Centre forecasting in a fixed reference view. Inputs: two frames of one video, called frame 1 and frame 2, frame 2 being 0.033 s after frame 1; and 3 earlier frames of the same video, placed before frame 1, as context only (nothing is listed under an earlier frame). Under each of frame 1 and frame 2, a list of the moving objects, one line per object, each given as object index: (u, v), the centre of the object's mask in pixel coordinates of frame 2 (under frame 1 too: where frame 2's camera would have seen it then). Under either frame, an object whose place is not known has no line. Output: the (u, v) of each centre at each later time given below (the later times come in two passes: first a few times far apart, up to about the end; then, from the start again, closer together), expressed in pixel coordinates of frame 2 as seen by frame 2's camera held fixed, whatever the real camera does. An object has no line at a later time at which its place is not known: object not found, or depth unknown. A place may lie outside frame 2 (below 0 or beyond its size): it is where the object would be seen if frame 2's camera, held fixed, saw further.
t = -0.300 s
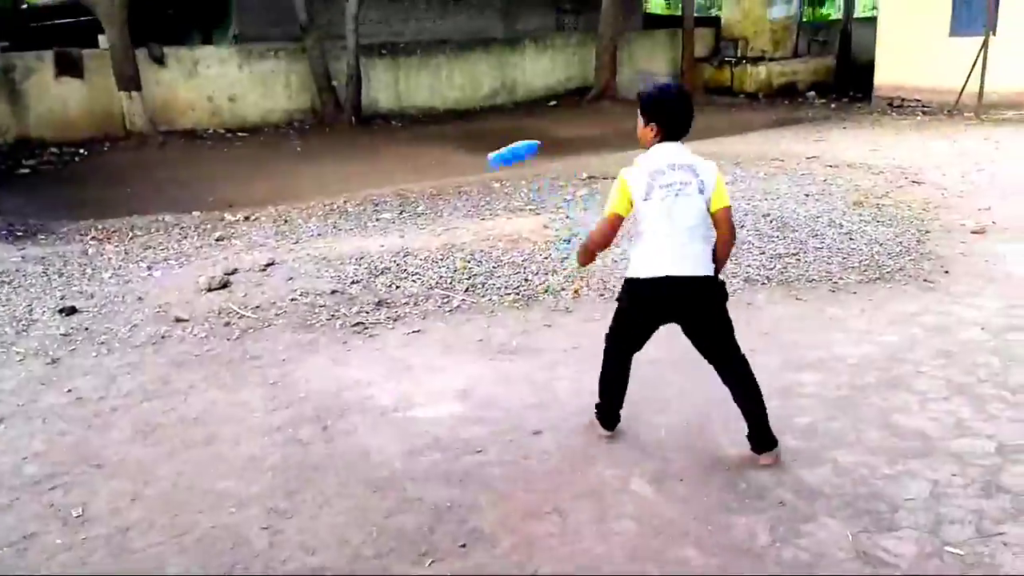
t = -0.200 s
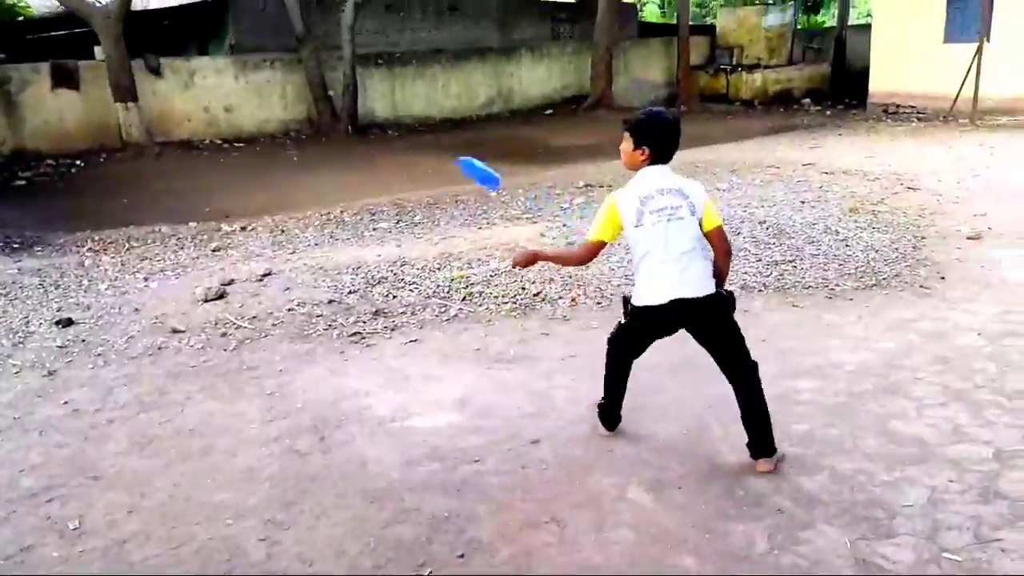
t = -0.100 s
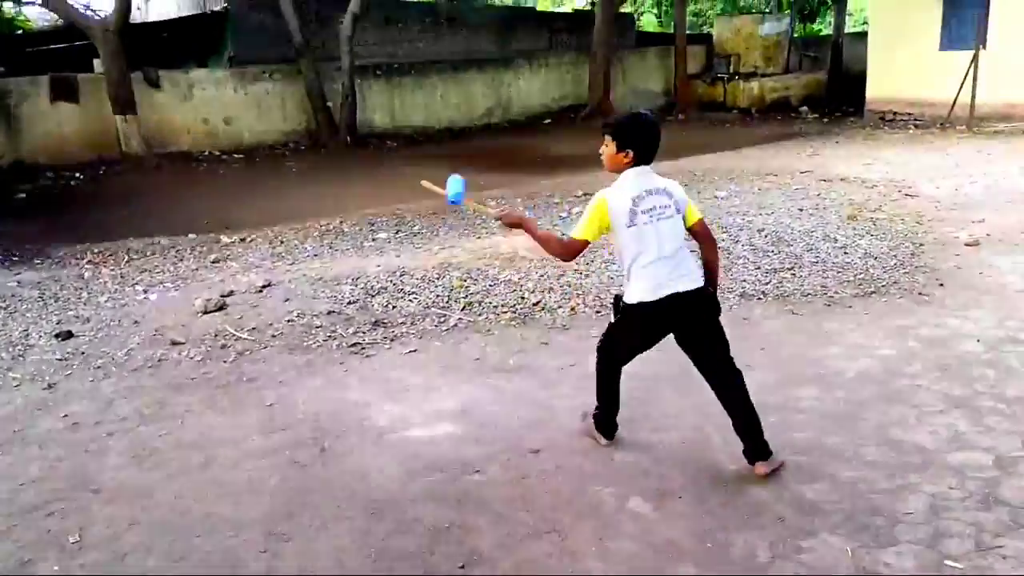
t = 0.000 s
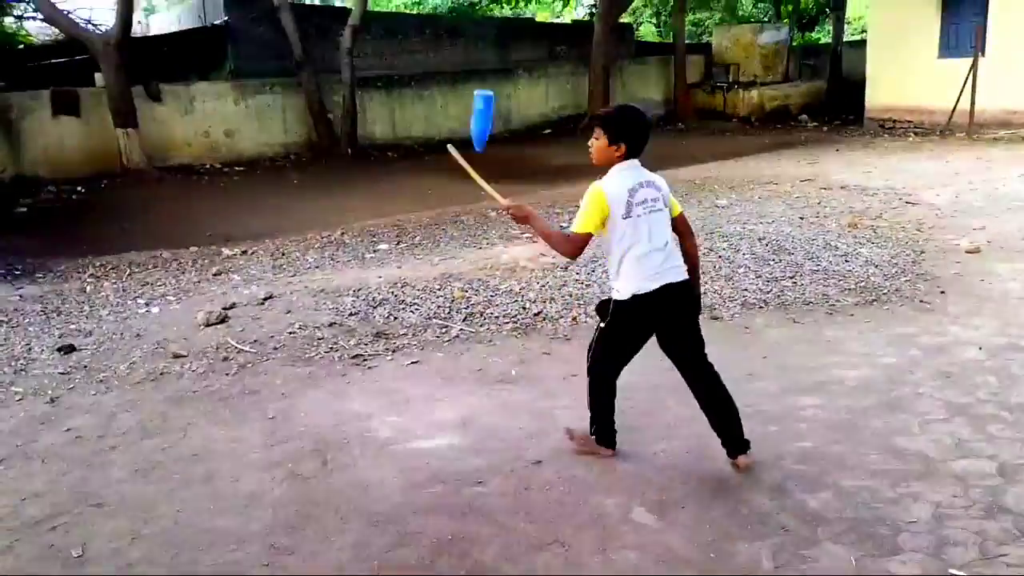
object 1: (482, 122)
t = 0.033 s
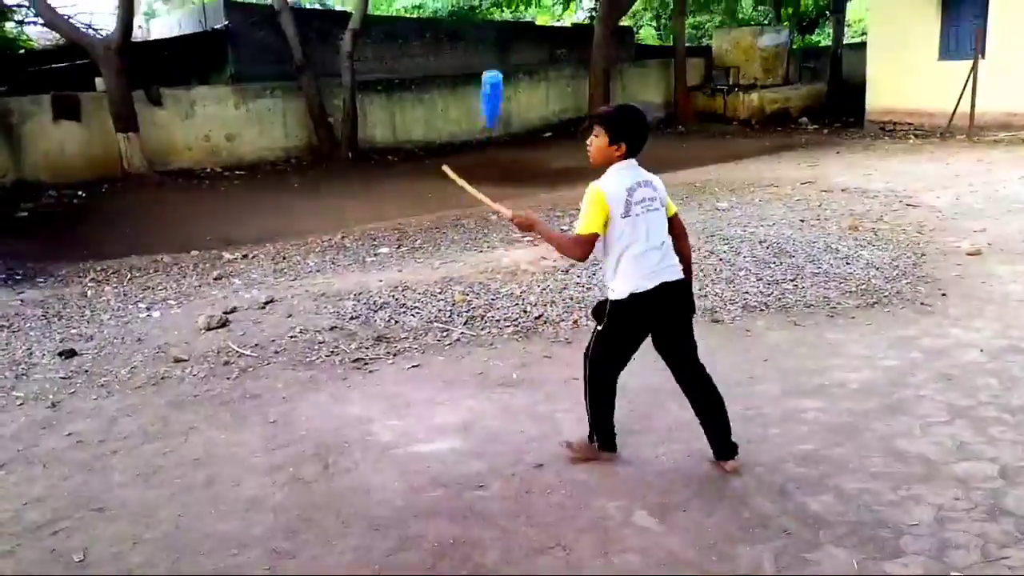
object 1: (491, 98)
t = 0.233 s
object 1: (556, 13)
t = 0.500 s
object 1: (666, 111)
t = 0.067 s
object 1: (501, 74)
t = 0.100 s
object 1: (510, 57)
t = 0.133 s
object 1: (521, 44)
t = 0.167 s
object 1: (532, 30)
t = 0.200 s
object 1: (545, 18)
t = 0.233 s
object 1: (556, 13)
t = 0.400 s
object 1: (624, 38)
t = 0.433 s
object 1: (638, 58)
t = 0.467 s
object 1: (652, 85)
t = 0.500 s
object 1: (666, 111)
